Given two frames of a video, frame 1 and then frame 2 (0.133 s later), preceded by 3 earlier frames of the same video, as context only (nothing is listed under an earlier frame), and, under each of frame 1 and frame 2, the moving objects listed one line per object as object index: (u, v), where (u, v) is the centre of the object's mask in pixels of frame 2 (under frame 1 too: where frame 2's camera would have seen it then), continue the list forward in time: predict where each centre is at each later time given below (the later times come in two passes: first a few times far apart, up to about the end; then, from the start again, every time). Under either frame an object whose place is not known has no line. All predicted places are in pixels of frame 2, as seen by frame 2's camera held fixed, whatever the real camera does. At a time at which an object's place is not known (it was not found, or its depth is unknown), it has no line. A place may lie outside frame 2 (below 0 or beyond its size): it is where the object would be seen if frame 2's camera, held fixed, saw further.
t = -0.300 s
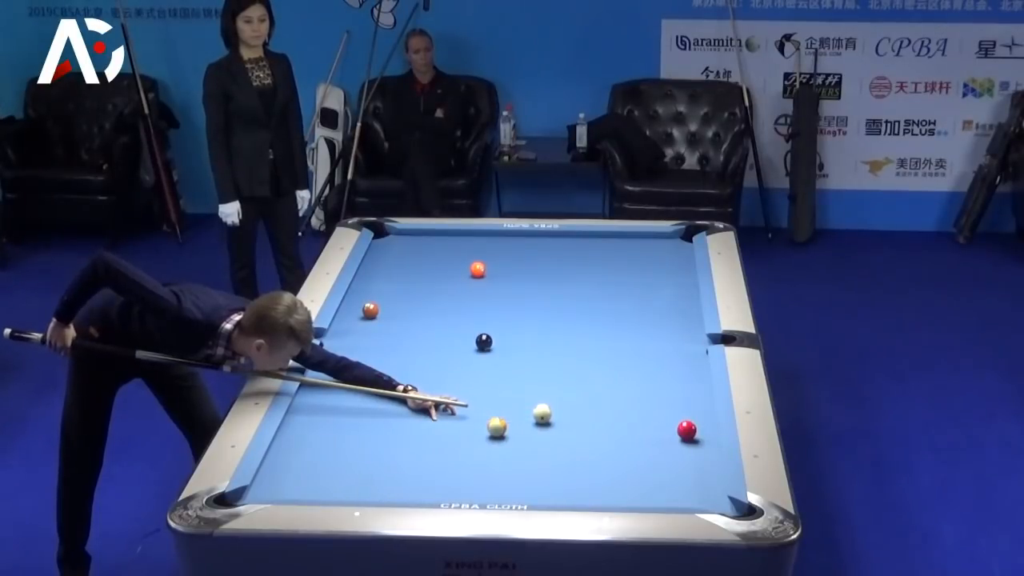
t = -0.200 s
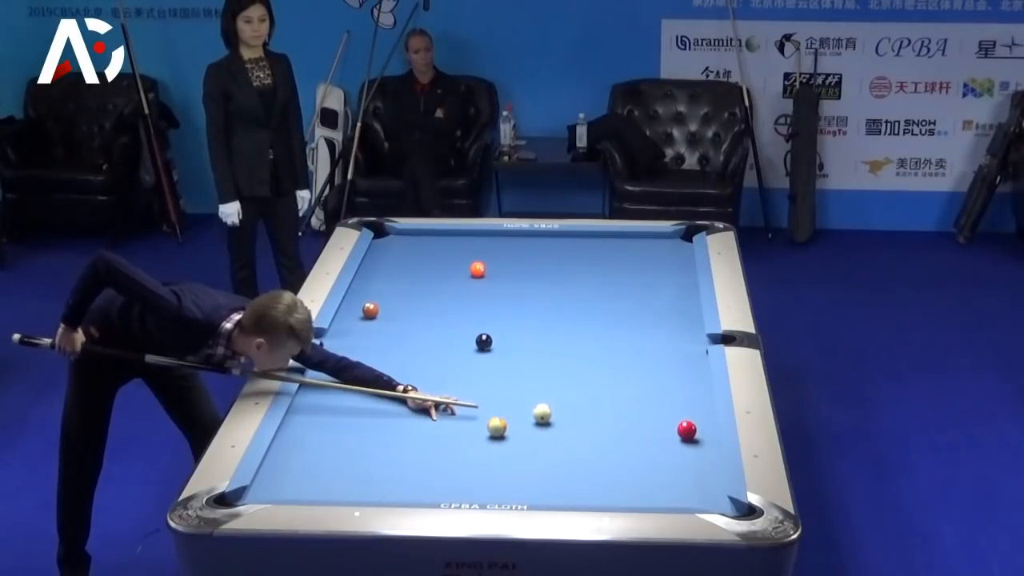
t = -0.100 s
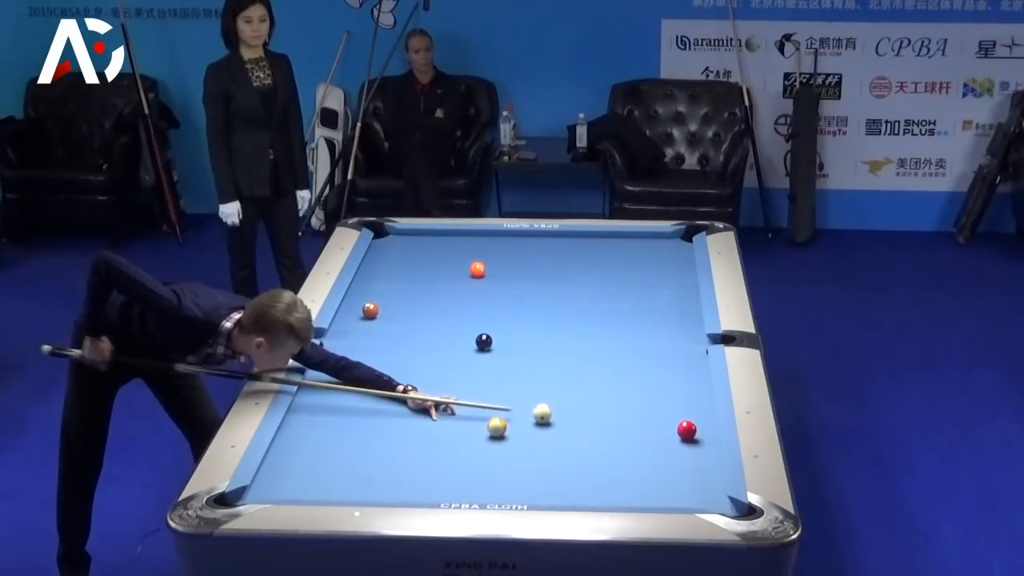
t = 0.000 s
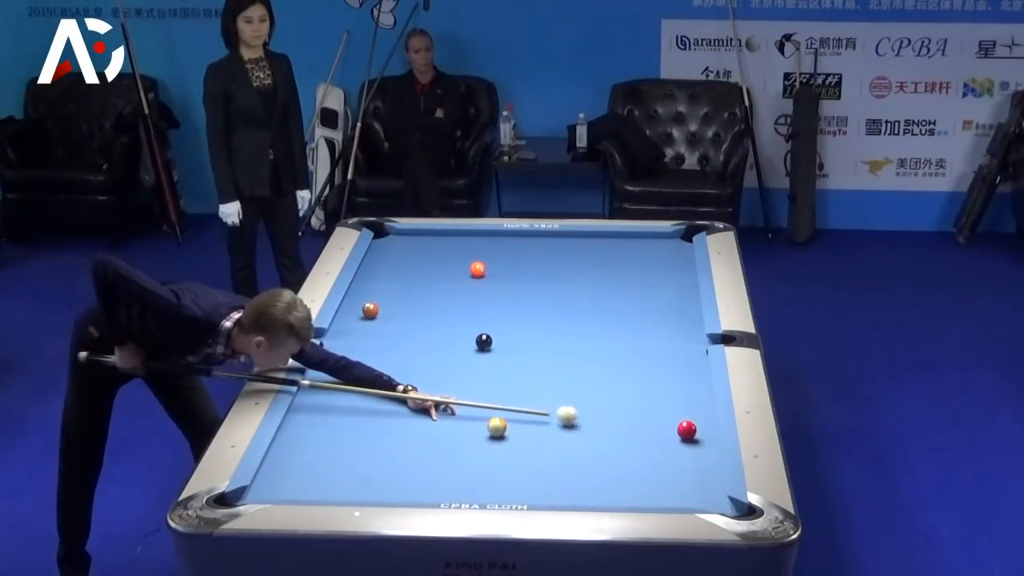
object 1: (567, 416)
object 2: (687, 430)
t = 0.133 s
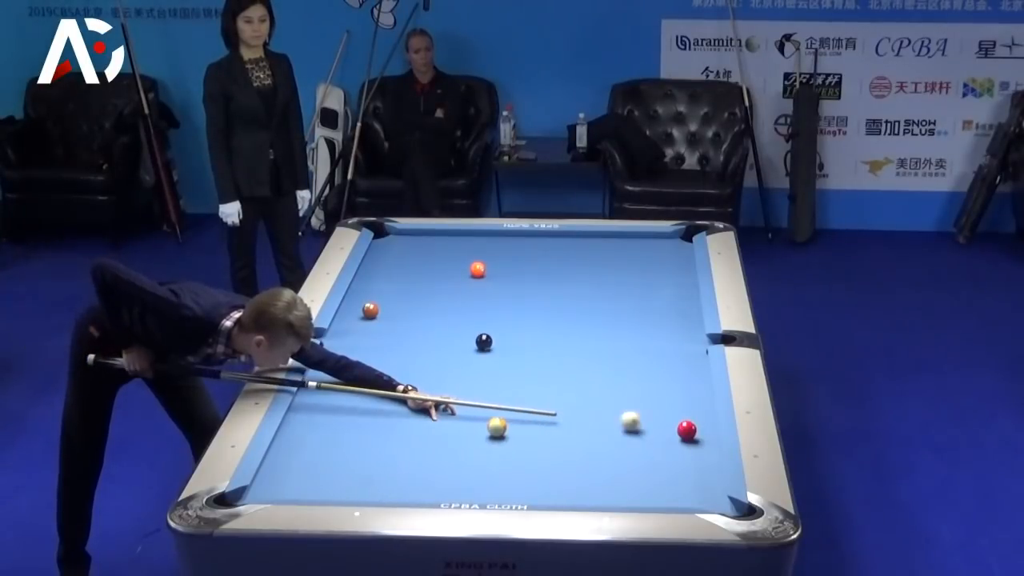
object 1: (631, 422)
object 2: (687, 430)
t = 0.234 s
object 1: (669, 424)
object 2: (687, 430)
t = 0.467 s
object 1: (703, 414)
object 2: (699, 444)
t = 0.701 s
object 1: (678, 401)
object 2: (680, 452)
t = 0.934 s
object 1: (655, 389)
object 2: (661, 461)
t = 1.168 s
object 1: (634, 378)
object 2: (643, 469)
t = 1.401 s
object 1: (614, 367)
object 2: (626, 477)
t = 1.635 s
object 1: (596, 357)
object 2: (609, 485)
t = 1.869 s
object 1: (579, 348)
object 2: (593, 491)
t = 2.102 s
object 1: (563, 340)
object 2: (577, 496)
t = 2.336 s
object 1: (548, 332)
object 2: (563, 499)
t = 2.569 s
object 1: (534, 325)
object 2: (551, 496)
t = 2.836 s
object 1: (519, 317)
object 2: (540, 494)
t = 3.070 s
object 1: (508, 311)
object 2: (531, 492)
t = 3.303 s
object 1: (496, 305)
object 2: (524, 489)
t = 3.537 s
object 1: (486, 300)
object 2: (518, 487)
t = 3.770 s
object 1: (476, 295)
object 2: (512, 484)
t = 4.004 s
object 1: (468, 291)
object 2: (508, 482)
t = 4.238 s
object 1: (460, 287)
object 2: (505, 481)
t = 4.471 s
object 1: (452, 283)
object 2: (502, 480)
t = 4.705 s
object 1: (445, 279)
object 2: (501, 480)
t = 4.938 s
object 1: (439, 277)
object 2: (500, 479)
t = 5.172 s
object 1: (434, 274)
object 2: (501, 479)
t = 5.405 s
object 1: (429, 271)
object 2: (501, 479)
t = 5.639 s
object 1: (425, 269)
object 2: (501, 479)
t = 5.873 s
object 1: (421, 267)
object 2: (501, 479)
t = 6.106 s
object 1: (418, 266)
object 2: (501, 479)
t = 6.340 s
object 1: (416, 264)
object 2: (501, 479)
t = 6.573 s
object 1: (413, 263)
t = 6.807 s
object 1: (412, 263)
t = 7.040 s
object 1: (411, 262)
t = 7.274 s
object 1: (410, 262)
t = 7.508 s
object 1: (410, 262)
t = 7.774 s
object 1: (410, 262)
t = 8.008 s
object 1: (410, 262)
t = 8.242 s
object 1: (410, 262)
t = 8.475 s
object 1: (410, 262)
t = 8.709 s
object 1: (410, 262)
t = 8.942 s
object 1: (410, 262)
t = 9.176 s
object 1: (410, 262)
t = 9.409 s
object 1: (410, 262)
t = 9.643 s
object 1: (410, 262)
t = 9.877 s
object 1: (410, 262)
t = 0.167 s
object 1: (644, 423)
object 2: (687, 430)
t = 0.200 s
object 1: (658, 424)
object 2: (687, 430)
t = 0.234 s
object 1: (669, 424)
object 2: (687, 430)
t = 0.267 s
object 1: (676, 423)
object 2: (693, 432)
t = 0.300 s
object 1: (682, 421)
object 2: (700, 435)
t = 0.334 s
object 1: (688, 420)
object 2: (706, 437)
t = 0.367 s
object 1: (694, 419)
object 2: (708, 440)
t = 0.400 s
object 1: (700, 417)
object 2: (705, 441)
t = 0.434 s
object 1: (706, 415)
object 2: (702, 442)
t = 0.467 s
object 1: (703, 414)
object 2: (699, 444)
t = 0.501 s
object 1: (699, 412)
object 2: (696, 445)
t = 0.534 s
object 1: (695, 410)
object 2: (694, 446)
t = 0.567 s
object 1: (691, 408)
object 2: (691, 448)
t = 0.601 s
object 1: (688, 406)
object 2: (688, 449)
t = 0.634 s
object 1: (684, 404)
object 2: (685, 450)
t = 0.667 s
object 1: (681, 402)
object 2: (683, 451)
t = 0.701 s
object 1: (678, 401)
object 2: (680, 452)
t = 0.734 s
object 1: (675, 399)
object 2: (677, 454)
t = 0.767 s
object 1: (671, 397)
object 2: (675, 455)
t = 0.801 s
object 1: (668, 395)
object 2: (672, 456)
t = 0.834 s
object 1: (665, 394)
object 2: (669, 457)
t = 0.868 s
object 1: (661, 392)
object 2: (667, 458)
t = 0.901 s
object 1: (658, 390)
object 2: (664, 460)
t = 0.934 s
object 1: (655, 389)
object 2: (661, 461)
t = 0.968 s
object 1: (652, 387)
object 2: (659, 462)
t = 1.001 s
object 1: (649, 385)
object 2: (656, 463)
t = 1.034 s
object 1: (646, 384)
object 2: (654, 464)
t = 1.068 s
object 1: (643, 383)
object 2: (651, 466)
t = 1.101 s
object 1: (640, 381)
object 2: (648, 467)
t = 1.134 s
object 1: (637, 379)
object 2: (646, 468)
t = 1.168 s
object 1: (634, 378)
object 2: (643, 469)
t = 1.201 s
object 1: (631, 376)
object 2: (641, 470)
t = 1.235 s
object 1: (628, 374)
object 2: (638, 471)
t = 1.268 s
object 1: (625, 373)
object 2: (636, 472)
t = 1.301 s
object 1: (622, 371)
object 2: (633, 473)
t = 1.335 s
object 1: (619, 370)
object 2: (631, 474)
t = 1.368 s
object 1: (616, 368)
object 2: (628, 475)
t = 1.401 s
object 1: (614, 367)
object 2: (626, 477)
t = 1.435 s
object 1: (612, 366)
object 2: (623, 478)
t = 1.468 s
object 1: (609, 364)
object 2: (621, 479)
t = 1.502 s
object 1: (606, 363)
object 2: (618, 480)
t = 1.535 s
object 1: (604, 361)
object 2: (616, 481)
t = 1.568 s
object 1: (601, 360)
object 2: (613, 483)
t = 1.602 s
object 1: (598, 359)
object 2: (611, 484)
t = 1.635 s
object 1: (596, 357)
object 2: (609, 485)
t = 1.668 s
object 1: (593, 356)
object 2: (606, 486)
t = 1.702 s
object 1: (591, 355)
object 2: (604, 487)
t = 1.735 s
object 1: (588, 353)
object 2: (602, 488)
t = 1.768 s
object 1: (586, 352)
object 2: (599, 489)
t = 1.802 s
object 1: (583, 351)
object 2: (597, 490)
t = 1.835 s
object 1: (581, 350)
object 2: (595, 491)
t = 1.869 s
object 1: (579, 348)
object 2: (593, 491)
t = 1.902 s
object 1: (576, 347)
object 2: (590, 492)
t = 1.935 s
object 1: (574, 346)
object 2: (588, 493)
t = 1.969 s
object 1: (572, 345)
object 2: (586, 494)
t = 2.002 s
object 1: (569, 343)
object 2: (584, 495)
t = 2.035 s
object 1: (567, 343)
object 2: (581, 495)
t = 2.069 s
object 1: (565, 341)
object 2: (579, 496)
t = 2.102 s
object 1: (563, 340)
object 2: (577, 496)
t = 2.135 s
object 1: (561, 339)
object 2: (575, 497)
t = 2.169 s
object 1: (558, 337)
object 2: (573, 498)
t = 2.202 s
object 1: (556, 337)
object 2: (570, 498)
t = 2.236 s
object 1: (554, 335)
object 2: (568, 498)
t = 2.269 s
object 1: (552, 334)
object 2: (566, 499)
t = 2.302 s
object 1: (550, 333)
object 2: (564, 499)
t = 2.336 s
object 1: (548, 332)
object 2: (563, 499)
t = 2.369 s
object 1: (546, 331)
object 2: (561, 498)
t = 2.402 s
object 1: (544, 330)
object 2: (559, 498)
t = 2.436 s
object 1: (542, 329)
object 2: (558, 498)
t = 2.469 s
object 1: (540, 328)
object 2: (556, 497)
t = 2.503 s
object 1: (538, 327)
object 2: (554, 497)
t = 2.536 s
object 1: (536, 326)
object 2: (553, 497)
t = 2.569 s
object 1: (534, 325)
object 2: (551, 496)
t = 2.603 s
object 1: (532, 324)
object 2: (550, 496)
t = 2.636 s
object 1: (530, 323)
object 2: (548, 496)
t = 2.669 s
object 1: (528, 322)
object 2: (547, 496)
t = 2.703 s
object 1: (526, 321)
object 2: (546, 495)
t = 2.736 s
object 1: (525, 320)
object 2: (544, 495)
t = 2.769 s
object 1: (523, 319)
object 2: (543, 495)
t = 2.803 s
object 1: (521, 318)
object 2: (541, 494)
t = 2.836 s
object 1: (519, 317)
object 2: (540, 494)
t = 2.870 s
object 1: (517, 316)
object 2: (539, 494)
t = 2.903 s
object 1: (516, 315)
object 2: (538, 493)
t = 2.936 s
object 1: (514, 314)
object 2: (536, 493)
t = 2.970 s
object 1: (513, 313)
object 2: (535, 493)
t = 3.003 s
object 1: (511, 312)
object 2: (534, 492)
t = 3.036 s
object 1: (509, 312)
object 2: (533, 492)
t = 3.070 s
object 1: (508, 311)
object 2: (531, 492)
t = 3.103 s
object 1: (506, 310)
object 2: (531, 491)
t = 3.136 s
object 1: (504, 309)
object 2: (529, 491)
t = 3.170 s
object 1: (503, 308)
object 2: (528, 491)
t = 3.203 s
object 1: (501, 308)
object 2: (527, 491)
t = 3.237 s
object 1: (499, 307)
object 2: (526, 491)
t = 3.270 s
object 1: (498, 306)
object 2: (525, 490)
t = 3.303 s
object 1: (496, 305)
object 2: (524, 489)
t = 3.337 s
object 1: (495, 304)
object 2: (523, 488)
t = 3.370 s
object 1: (494, 303)
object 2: (522, 488)
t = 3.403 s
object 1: (492, 303)
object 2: (521, 488)
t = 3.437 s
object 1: (490, 302)
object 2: (520, 487)
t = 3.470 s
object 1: (489, 301)
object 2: (519, 487)
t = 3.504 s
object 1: (487, 300)
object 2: (518, 487)
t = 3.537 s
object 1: (486, 300)
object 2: (518, 487)
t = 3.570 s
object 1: (485, 299)
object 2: (517, 486)
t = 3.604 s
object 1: (483, 298)
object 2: (516, 486)
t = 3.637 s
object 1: (482, 298)
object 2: (515, 486)
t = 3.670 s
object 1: (480, 297)
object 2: (514, 485)
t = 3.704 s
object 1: (479, 296)
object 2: (514, 485)
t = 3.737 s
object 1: (478, 296)
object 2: (513, 485)
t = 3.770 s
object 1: (476, 295)
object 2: (512, 484)
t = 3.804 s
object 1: (475, 294)
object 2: (511, 484)
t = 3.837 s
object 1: (474, 294)
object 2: (511, 484)
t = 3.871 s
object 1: (472, 293)
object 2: (510, 484)
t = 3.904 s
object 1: (471, 292)
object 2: (509, 483)
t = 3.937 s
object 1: (470, 292)
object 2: (509, 483)
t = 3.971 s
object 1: (469, 291)
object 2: (508, 483)
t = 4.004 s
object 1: (468, 291)
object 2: (508, 482)
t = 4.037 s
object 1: (467, 290)
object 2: (507, 482)
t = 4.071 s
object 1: (465, 289)
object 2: (507, 482)
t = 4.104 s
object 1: (464, 289)
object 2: (506, 482)
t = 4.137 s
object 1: (463, 288)
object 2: (506, 482)
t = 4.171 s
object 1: (462, 288)
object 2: (505, 481)
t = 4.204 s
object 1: (461, 287)
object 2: (505, 481)
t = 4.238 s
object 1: (460, 287)
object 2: (505, 481)
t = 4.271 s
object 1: (458, 286)
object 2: (504, 481)
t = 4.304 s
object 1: (457, 285)
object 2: (504, 481)
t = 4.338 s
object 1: (456, 285)
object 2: (503, 480)
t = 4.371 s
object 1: (455, 284)
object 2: (503, 480)
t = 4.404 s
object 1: (454, 284)
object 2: (503, 480)
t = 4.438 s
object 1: (453, 283)
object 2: (502, 480)
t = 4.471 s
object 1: (452, 283)
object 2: (502, 480)
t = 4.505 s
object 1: (451, 282)
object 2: (502, 480)
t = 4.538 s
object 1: (450, 282)
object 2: (502, 480)
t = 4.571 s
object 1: (449, 281)
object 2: (502, 480)
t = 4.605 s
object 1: (448, 281)
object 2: (501, 480)
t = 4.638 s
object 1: (447, 280)
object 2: (501, 480)
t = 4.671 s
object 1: (446, 280)
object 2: (501, 480)
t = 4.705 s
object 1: (445, 279)
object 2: (501, 480)
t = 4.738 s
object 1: (444, 279)
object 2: (501, 479)
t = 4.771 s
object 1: (443, 279)
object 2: (501, 479)
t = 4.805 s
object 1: (443, 278)
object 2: (500, 479)
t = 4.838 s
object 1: (442, 278)
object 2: (500, 479)
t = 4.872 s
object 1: (441, 277)
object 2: (500, 479)
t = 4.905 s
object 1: (440, 277)
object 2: (500, 479)
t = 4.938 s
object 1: (439, 277)
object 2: (500, 479)
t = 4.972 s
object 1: (438, 276)
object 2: (500, 479)
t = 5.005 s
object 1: (437, 276)
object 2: (500, 479)
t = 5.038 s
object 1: (437, 275)
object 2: (500, 479)
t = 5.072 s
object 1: (436, 275)
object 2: (501, 479)
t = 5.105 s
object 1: (435, 275)
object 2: (501, 479)
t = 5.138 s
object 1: (434, 274)
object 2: (501, 479)
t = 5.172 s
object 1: (434, 274)
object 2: (501, 479)
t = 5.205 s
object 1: (433, 273)
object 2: (501, 479)
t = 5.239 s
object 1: (432, 273)
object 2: (501, 479)
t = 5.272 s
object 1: (432, 273)
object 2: (501, 479)
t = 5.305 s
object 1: (431, 272)
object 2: (501, 479)
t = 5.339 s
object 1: (430, 272)
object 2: (501, 479)
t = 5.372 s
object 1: (430, 272)
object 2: (501, 479)
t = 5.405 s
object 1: (429, 271)
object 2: (501, 479)
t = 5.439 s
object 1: (428, 271)
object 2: (501, 479)
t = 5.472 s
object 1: (428, 271)
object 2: (501, 479)
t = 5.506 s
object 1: (427, 270)
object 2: (501, 479)
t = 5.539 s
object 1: (427, 270)
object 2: (501, 479)
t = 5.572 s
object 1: (426, 270)
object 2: (501, 479)
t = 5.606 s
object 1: (425, 269)
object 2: (501, 479)
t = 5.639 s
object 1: (425, 269)
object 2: (501, 479)
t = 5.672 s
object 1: (424, 269)
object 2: (501, 479)
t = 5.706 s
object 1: (424, 269)
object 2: (501, 479)
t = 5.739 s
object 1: (423, 268)
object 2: (501, 479)
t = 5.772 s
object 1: (423, 268)
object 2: (501, 479)
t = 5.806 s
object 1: (422, 268)
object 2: (501, 479)
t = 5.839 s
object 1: (422, 267)
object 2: (501, 479)
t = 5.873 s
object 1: (421, 267)
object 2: (501, 479)
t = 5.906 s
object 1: (421, 267)
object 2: (501, 479)
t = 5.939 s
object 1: (421, 267)
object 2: (501, 479)
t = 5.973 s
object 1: (420, 266)
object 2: (501, 479)
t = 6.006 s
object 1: (420, 266)
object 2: (501, 479)
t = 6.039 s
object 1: (419, 266)
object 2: (501, 479)
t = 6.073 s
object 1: (419, 266)
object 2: (501, 479)
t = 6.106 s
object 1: (418, 266)
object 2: (501, 479)
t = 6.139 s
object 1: (418, 266)
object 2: (501, 479)
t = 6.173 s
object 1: (417, 265)
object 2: (501, 479)
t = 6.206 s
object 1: (417, 265)
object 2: (501, 479)
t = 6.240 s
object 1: (416, 265)
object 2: (501, 479)
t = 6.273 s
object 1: (416, 265)
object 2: (501, 479)
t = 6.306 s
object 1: (416, 265)
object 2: (501, 479)
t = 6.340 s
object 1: (416, 264)
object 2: (501, 479)
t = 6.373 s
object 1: (415, 264)
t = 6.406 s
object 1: (415, 264)
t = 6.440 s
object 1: (415, 264)
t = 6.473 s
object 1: (414, 264)
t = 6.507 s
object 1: (414, 264)
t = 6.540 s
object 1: (414, 264)
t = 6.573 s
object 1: (413, 263)
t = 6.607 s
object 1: (413, 263)
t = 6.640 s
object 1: (413, 263)
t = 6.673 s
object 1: (413, 263)
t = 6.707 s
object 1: (412, 263)
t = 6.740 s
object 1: (412, 263)
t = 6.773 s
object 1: (412, 263)
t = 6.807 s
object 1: (412, 263)
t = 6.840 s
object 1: (412, 263)
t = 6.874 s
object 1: (412, 262)
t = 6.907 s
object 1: (411, 262)
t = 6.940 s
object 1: (411, 262)
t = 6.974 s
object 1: (411, 262)
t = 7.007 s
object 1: (411, 262)
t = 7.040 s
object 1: (411, 262)
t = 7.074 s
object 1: (411, 262)
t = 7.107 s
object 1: (411, 262)
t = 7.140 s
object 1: (410, 262)
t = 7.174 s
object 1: (410, 262)
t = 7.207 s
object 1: (410, 262)
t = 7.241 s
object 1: (410, 262)
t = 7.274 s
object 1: (410, 262)
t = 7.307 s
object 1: (410, 262)
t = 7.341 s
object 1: (410, 262)
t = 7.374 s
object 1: (410, 262)
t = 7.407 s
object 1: (410, 262)
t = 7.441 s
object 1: (410, 262)
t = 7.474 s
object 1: (410, 262)
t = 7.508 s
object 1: (410, 262)
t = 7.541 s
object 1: (410, 262)
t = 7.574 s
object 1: (410, 262)
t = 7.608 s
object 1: (410, 262)
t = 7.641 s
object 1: (410, 262)
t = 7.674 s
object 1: (410, 262)
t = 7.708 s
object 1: (410, 262)
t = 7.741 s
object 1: (410, 262)
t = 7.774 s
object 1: (410, 262)
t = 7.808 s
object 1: (410, 262)
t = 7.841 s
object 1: (410, 262)
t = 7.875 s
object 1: (410, 262)
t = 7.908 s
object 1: (410, 262)
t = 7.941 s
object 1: (410, 262)
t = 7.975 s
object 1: (410, 262)
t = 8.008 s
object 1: (410, 262)
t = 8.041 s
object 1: (410, 262)
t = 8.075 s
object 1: (410, 262)
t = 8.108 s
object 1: (410, 262)
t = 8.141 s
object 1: (410, 262)
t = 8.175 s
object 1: (410, 262)
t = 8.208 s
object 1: (410, 262)
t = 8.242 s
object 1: (410, 262)
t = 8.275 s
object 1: (410, 262)
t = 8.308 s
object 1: (410, 262)
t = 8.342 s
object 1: (410, 262)
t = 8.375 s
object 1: (410, 262)
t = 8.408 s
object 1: (410, 262)
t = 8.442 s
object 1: (410, 262)
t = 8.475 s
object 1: (410, 262)
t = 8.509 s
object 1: (410, 262)
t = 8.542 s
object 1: (410, 262)
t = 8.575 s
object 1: (410, 262)
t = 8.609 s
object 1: (410, 262)
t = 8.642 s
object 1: (410, 262)
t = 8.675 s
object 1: (410, 262)
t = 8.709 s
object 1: (410, 262)
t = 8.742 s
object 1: (410, 262)
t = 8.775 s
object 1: (410, 262)
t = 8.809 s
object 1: (410, 262)
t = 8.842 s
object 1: (410, 262)
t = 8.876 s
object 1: (410, 262)
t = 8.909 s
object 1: (410, 262)
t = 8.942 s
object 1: (410, 262)
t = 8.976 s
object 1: (410, 262)
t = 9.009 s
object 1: (410, 262)
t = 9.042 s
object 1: (410, 262)
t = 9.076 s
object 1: (410, 262)
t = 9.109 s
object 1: (410, 262)
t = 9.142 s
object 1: (410, 262)
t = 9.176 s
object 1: (410, 262)
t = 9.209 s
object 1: (410, 262)
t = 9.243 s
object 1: (410, 262)
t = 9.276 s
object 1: (410, 262)
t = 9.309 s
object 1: (410, 262)
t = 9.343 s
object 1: (410, 262)
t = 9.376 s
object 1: (410, 262)
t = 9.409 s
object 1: (410, 262)
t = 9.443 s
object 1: (410, 262)
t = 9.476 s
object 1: (410, 262)
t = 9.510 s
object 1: (410, 262)
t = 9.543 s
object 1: (410, 262)
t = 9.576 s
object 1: (410, 262)
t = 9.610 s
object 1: (410, 262)
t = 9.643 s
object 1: (410, 262)
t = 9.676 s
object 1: (410, 262)
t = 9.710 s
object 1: (410, 262)
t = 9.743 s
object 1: (410, 262)
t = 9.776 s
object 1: (410, 262)
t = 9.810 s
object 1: (410, 262)
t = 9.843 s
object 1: (410, 262)
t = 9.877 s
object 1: (410, 262)
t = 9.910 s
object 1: (410, 262)
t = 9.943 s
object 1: (410, 262)
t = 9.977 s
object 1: (410, 262)
